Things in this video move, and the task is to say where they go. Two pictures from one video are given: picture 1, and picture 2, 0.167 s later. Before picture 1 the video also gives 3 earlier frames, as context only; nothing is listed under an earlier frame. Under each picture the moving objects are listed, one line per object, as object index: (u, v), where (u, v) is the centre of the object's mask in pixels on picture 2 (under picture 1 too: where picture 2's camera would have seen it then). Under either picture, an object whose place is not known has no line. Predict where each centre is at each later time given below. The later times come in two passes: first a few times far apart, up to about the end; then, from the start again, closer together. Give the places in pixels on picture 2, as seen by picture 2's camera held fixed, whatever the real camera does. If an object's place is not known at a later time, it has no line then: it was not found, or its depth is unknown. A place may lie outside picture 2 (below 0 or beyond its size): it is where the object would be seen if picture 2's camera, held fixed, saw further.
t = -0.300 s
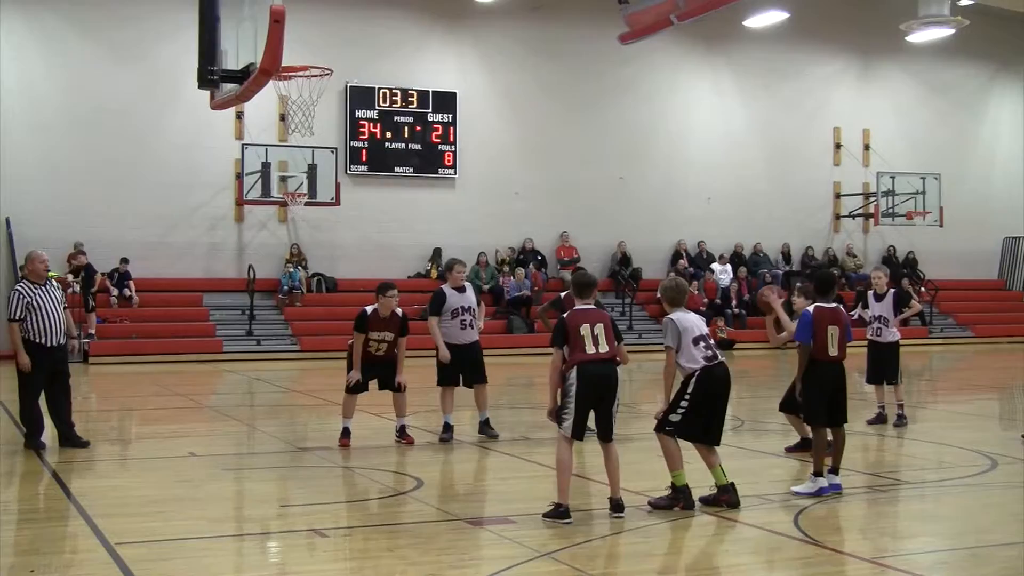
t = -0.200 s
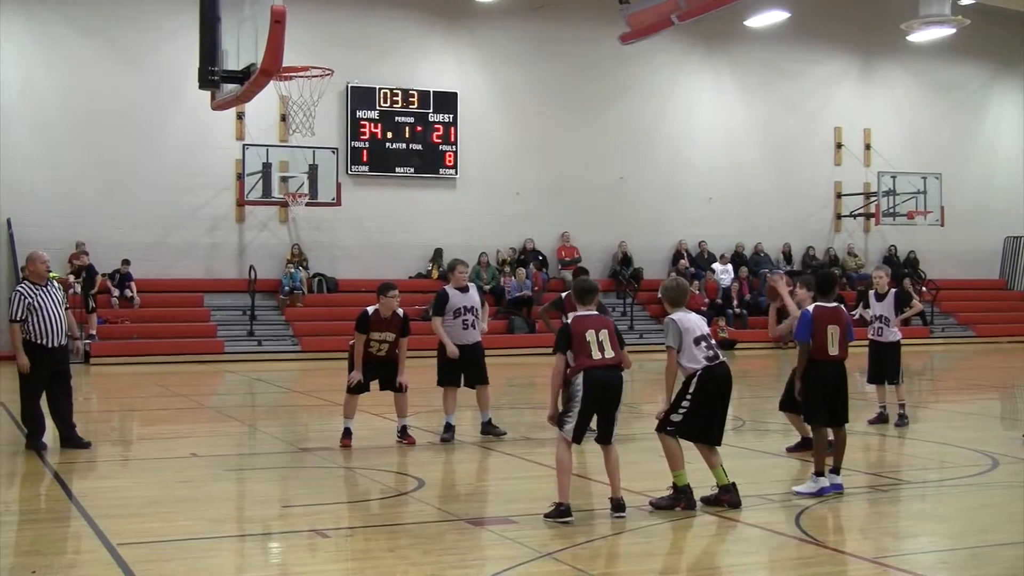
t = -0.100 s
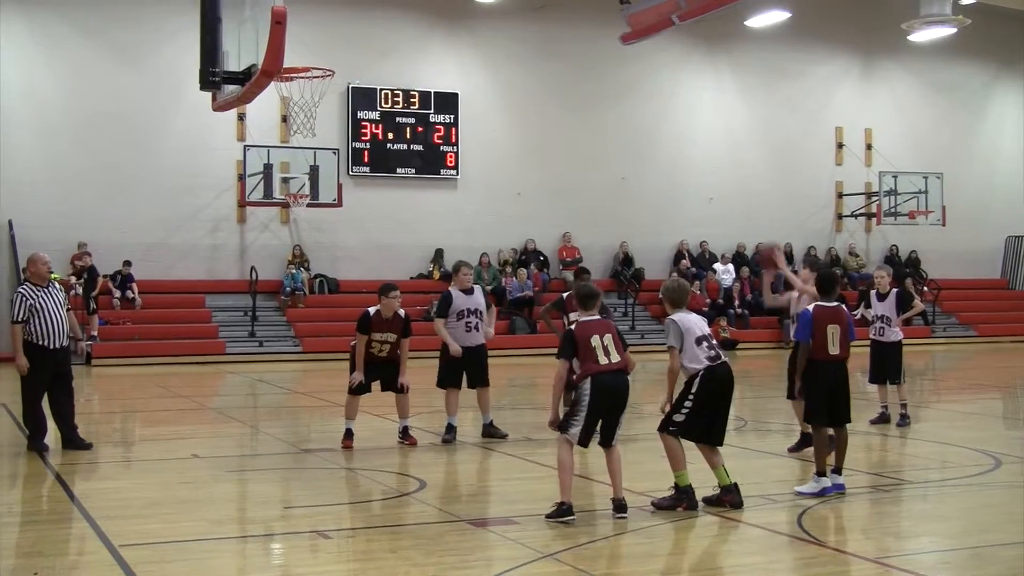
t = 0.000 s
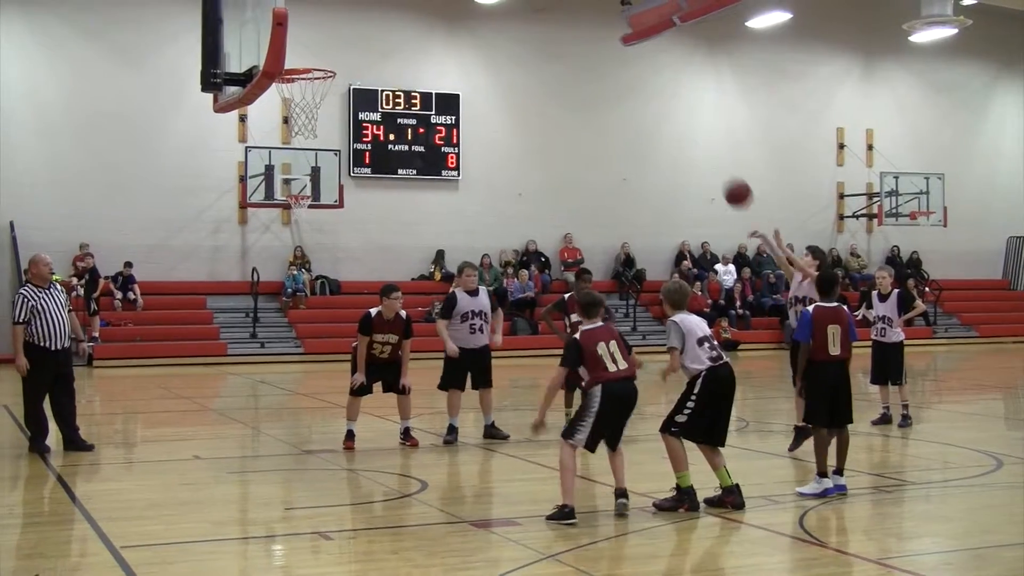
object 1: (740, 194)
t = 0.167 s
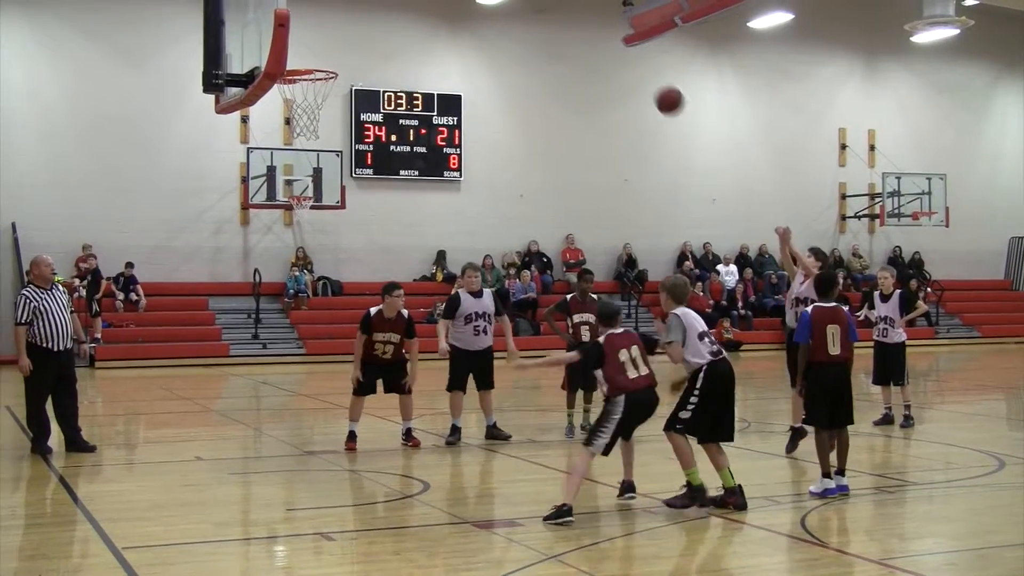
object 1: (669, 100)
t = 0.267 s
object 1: (625, 58)
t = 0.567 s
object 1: (490, 5)
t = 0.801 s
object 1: (378, 24)
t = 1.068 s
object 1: (293, 48)
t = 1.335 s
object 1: (300, 59)
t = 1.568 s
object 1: (323, 60)
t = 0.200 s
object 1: (655, 85)
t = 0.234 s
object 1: (640, 71)
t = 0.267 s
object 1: (625, 58)
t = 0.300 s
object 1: (610, 47)
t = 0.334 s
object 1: (596, 36)
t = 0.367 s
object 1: (581, 28)
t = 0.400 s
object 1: (566, 19)
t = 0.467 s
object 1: (536, 9)
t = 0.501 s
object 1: (522, 7)
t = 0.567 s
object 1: (490, 5)
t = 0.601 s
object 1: (473, 5)
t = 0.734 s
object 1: (410, 11)
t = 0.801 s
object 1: (378, 24)
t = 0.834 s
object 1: (361, 34)
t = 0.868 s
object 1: (345, 45)
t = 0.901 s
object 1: (328, 56)
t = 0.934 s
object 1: (316, 59)
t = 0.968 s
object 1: (307, 55)
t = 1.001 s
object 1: (300, 52)
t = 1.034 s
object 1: (296, 49)
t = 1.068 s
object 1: (293, 48)
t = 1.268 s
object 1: (294, 53)
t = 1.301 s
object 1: (297, 56)
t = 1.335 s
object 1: (300, 59)
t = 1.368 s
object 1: (302, 58)
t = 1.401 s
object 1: (305, 57)
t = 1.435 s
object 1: (309, 57)
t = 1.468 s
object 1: (312, 57)
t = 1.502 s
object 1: (316, 58)
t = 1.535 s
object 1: (320, 60)
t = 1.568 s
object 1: (323, 60)
